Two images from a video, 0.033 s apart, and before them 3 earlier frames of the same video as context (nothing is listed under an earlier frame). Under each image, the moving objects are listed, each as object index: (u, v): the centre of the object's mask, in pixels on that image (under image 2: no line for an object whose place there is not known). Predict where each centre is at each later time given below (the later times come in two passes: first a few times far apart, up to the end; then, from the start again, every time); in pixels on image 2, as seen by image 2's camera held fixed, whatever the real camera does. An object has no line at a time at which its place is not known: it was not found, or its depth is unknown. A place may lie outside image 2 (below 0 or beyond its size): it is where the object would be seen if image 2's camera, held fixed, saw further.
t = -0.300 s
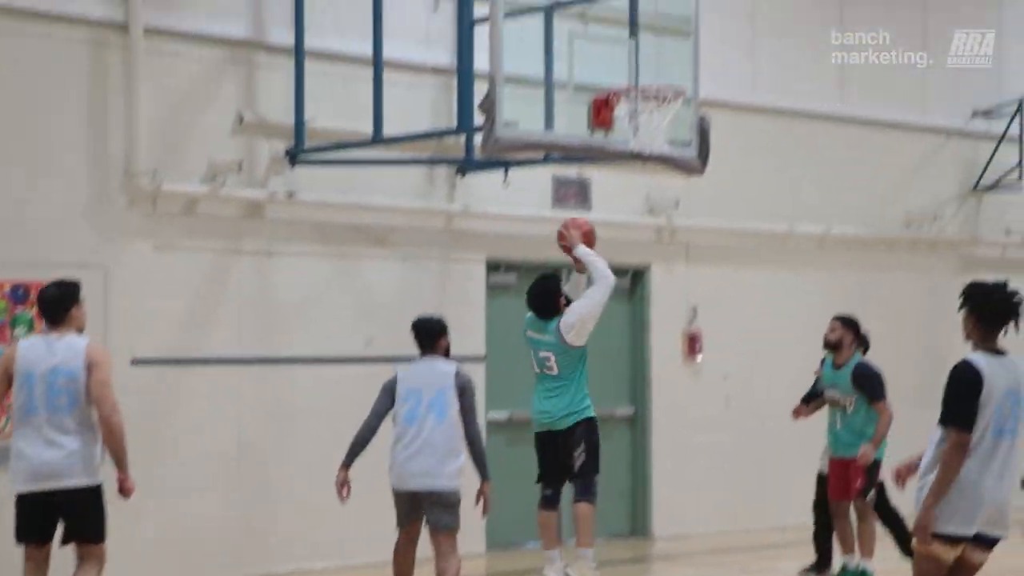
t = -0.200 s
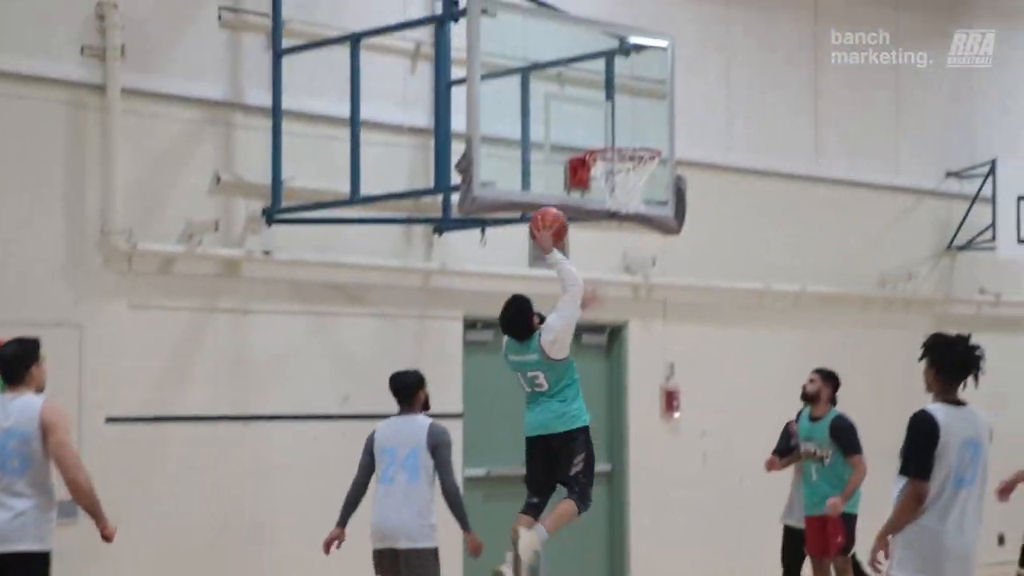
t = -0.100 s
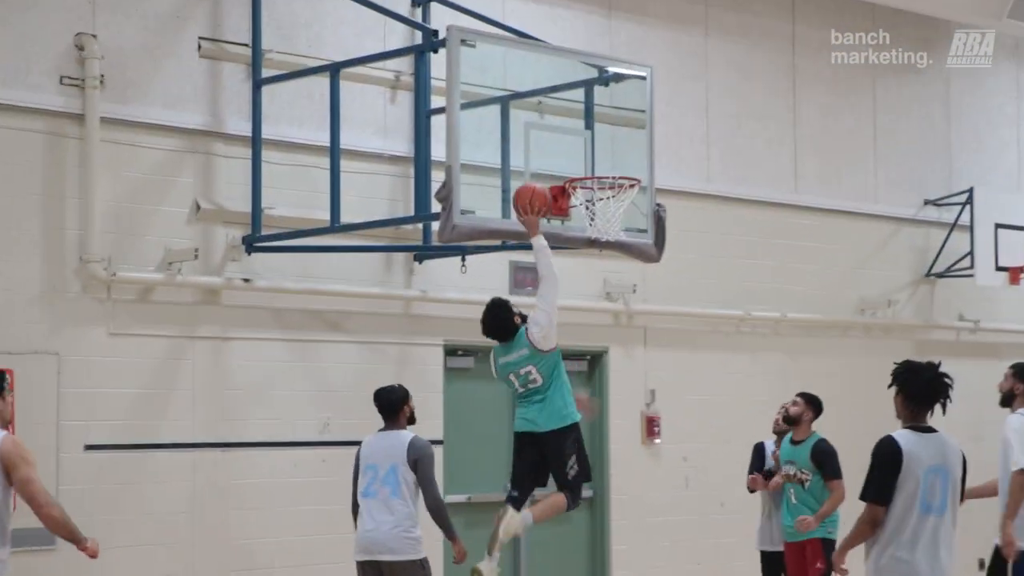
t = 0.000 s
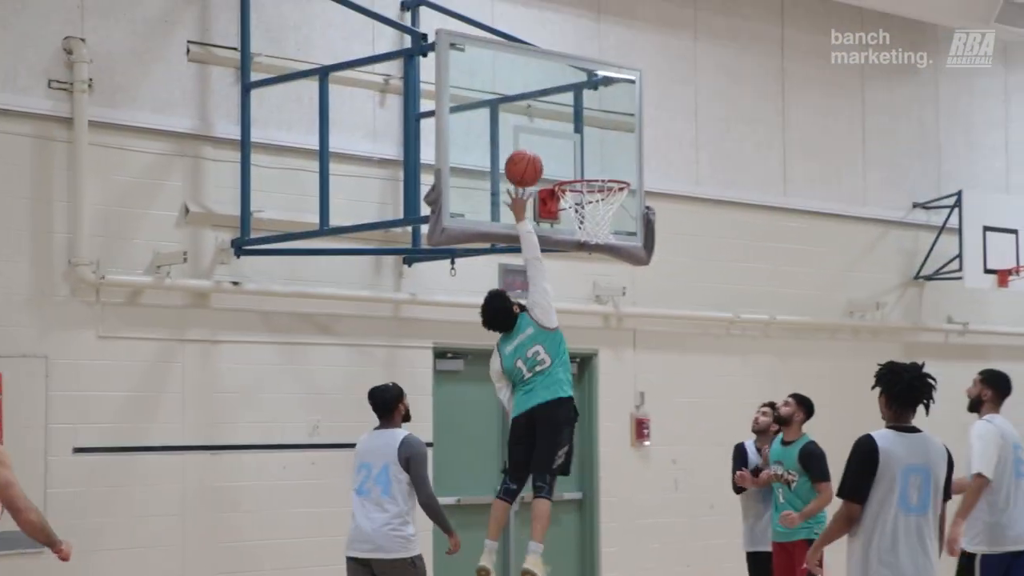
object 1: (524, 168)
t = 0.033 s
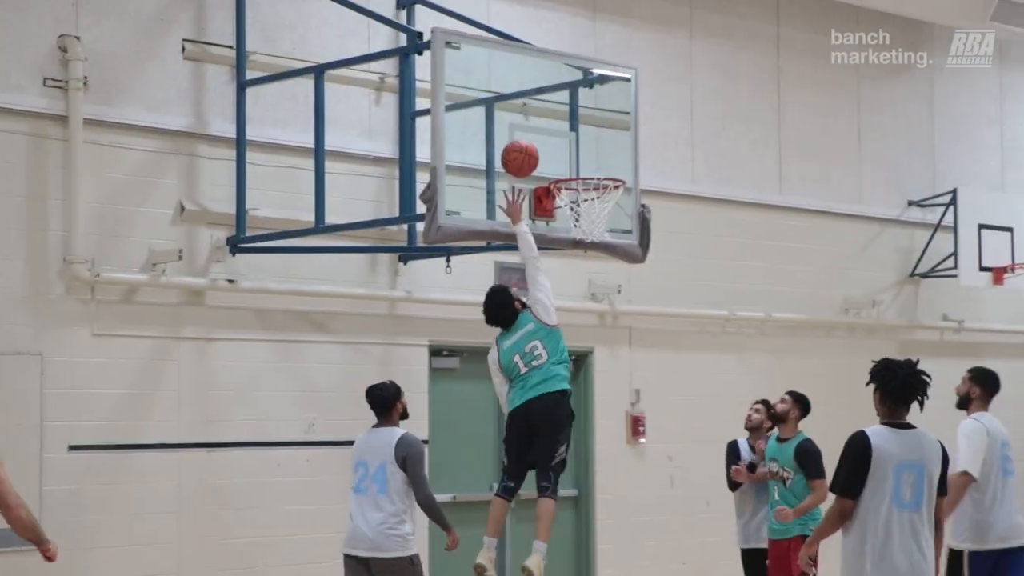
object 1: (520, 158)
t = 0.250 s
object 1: (562, 162)
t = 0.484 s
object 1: (604, 227)
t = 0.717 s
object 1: (608, 303)
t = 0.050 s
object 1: (520, 155)
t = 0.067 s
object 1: (520, 152)
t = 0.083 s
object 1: (520, 150)
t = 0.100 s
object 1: (523, 149)
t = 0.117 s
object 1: (527, 148)
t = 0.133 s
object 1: (532, 149)
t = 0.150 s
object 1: (536, 149)
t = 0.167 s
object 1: (541, 150)
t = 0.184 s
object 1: (544, 152)
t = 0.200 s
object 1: (549, 154)
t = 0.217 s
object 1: (553, 156)
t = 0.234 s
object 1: (558, 159)
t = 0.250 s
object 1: (562, 162)
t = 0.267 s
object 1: (566, 164)
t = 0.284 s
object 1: (571, 167)
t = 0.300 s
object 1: (575, 168)
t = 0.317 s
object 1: (579, 171)
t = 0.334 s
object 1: (584, 184)
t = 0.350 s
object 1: (588, 191)
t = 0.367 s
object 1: (593, 197)
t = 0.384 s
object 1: (597, 202)
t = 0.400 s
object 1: (600, 207)
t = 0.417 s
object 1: (603, 212)
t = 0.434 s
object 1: (604, 215)
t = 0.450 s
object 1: (605, 217)
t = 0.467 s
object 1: (606, 219)
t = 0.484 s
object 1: (604, 227)
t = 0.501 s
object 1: (605, 229)
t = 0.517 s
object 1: (606, 231)
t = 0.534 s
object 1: (607, 234)
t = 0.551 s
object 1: (607, 237)
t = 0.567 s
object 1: (607, 242)
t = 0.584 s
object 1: (607, 247)
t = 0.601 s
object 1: (607, 252)
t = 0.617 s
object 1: (607, 259)
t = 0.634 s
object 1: (608, 264)
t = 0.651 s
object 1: (607, 271)
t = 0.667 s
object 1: (607, 278)
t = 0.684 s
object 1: (607, 285)
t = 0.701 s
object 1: (608, 293)
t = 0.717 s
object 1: (608, 303)
